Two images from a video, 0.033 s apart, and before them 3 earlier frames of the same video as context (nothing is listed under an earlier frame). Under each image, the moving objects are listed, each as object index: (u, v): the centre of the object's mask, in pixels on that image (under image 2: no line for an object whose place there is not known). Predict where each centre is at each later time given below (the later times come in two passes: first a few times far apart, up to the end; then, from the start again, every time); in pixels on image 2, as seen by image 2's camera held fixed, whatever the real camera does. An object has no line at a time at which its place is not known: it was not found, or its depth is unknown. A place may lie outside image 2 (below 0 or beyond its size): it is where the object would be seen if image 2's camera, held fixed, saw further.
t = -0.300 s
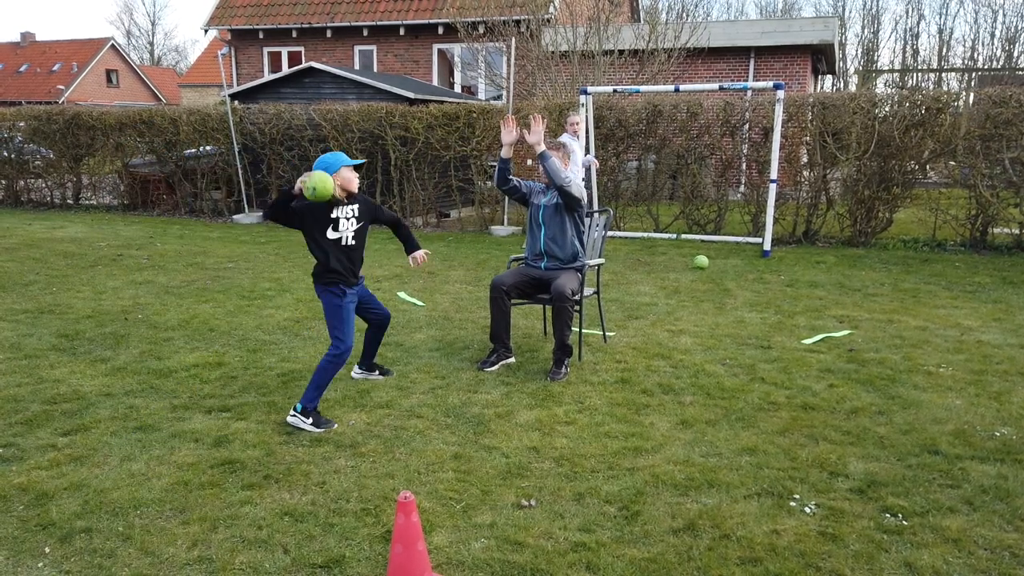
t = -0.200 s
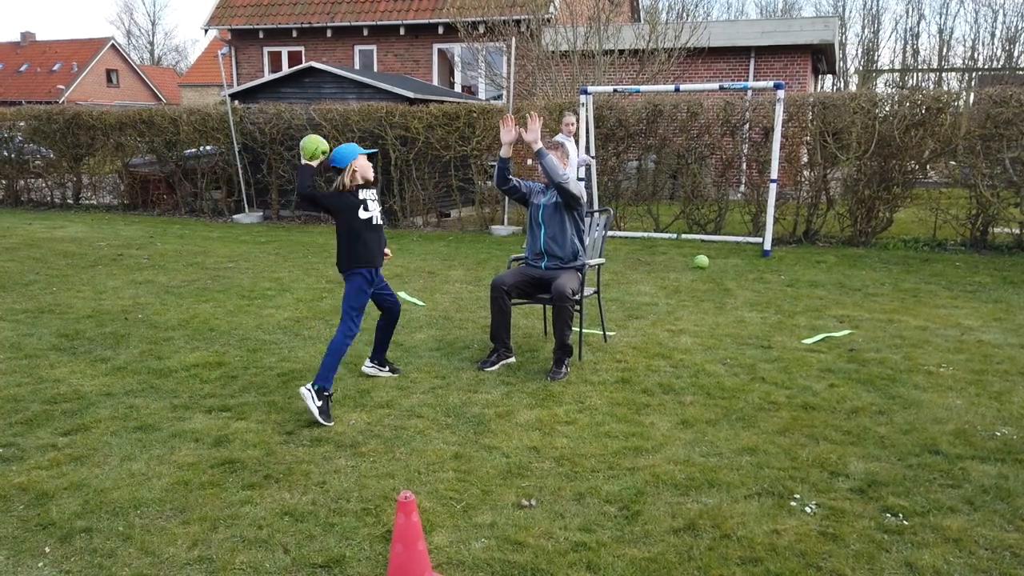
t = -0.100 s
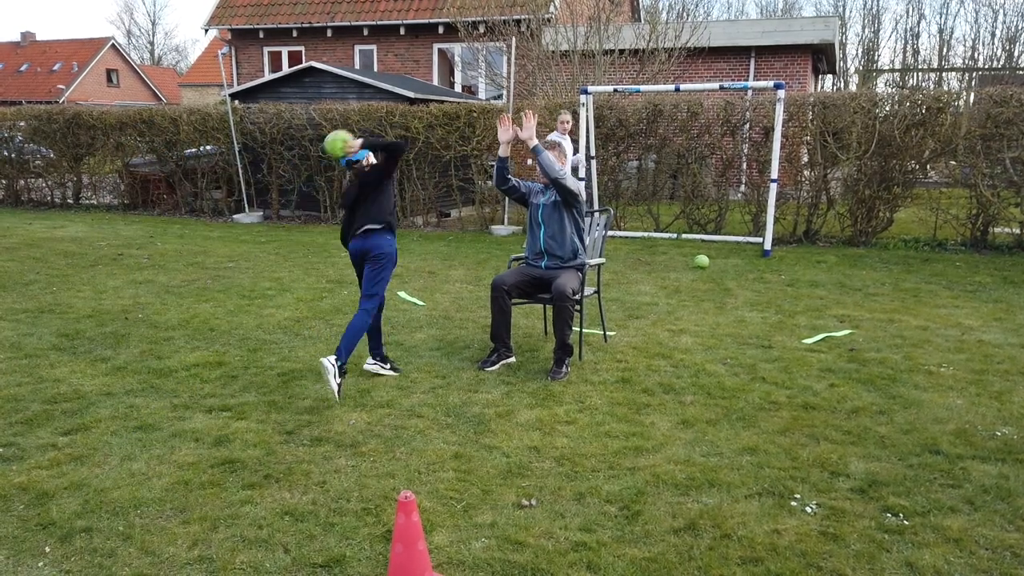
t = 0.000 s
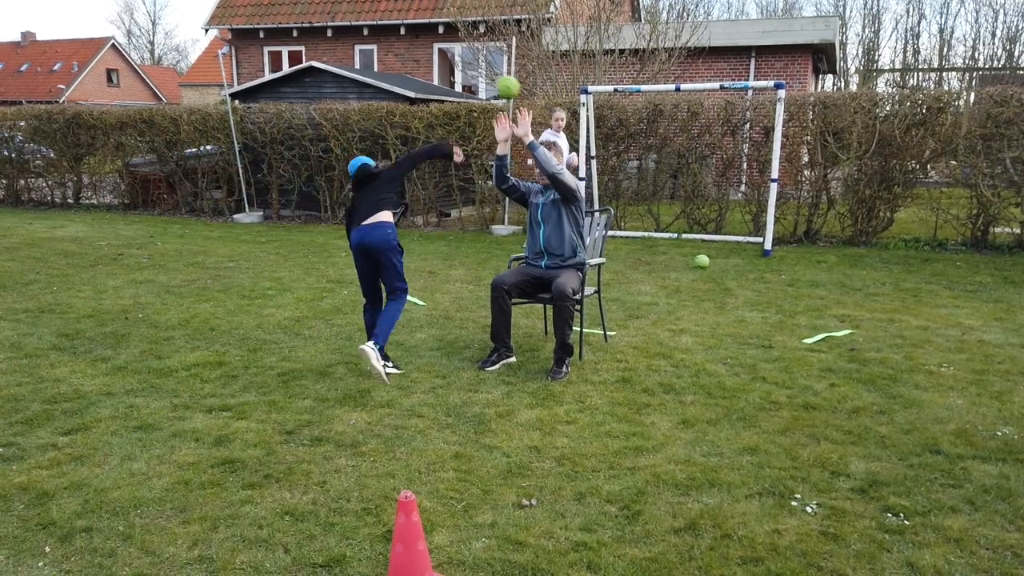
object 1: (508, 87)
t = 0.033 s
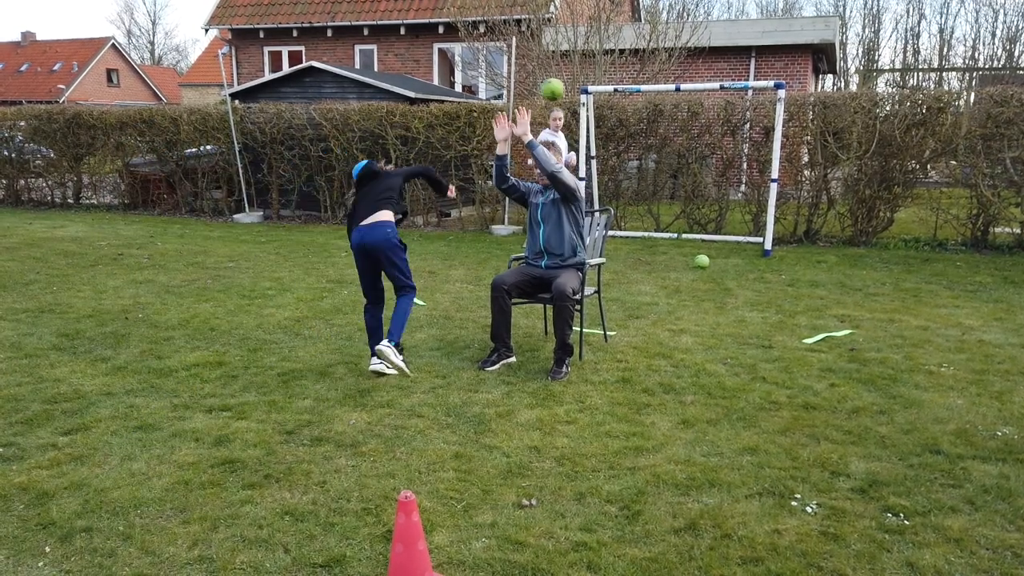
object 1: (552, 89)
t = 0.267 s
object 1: (738, 127)
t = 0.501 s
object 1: (735, 170)
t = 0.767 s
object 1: (684, 235)
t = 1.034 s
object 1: (665, 220)
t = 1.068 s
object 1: (662, 222)
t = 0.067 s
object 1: (591, 92)
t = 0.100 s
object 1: (625, 96)
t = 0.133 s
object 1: (655, 102)
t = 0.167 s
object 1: (679, 108)
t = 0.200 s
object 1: (700, 114)
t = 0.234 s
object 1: (721, 120)
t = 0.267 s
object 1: (738, 127)
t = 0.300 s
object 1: (754, 133)
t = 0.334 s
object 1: (767, 138)
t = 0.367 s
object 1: (767, 140)
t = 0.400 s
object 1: (758, 147)
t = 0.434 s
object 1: (751, 153)
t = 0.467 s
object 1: (743, 161)
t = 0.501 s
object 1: (735, 170)
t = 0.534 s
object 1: (728, 179)
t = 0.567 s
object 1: (721, 191)
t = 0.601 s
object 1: (713, 202)
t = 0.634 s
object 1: (707, 214)
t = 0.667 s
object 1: (698, 228)
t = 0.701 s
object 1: (689, 242)
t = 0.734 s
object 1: (687, 242)
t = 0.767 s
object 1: (684, 235)
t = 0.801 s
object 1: (682, 230)
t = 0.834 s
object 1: (680, 226)
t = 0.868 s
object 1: (678, 224)
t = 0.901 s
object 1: (675, 222)
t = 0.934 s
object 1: (674, 217)
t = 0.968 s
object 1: (670, 218)
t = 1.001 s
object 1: (667, 219)
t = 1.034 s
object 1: (665, 220)
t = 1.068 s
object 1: (662, 222)
